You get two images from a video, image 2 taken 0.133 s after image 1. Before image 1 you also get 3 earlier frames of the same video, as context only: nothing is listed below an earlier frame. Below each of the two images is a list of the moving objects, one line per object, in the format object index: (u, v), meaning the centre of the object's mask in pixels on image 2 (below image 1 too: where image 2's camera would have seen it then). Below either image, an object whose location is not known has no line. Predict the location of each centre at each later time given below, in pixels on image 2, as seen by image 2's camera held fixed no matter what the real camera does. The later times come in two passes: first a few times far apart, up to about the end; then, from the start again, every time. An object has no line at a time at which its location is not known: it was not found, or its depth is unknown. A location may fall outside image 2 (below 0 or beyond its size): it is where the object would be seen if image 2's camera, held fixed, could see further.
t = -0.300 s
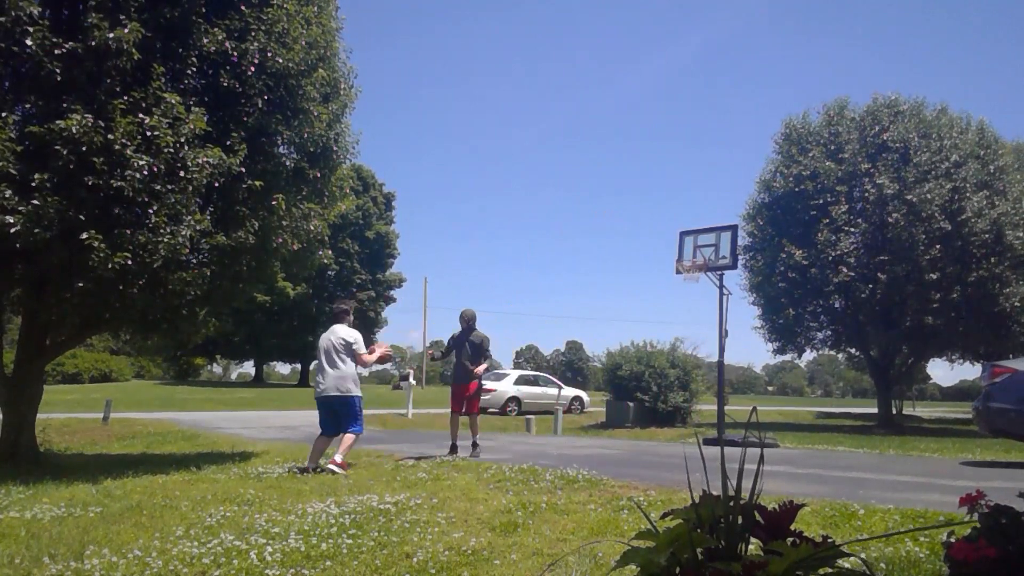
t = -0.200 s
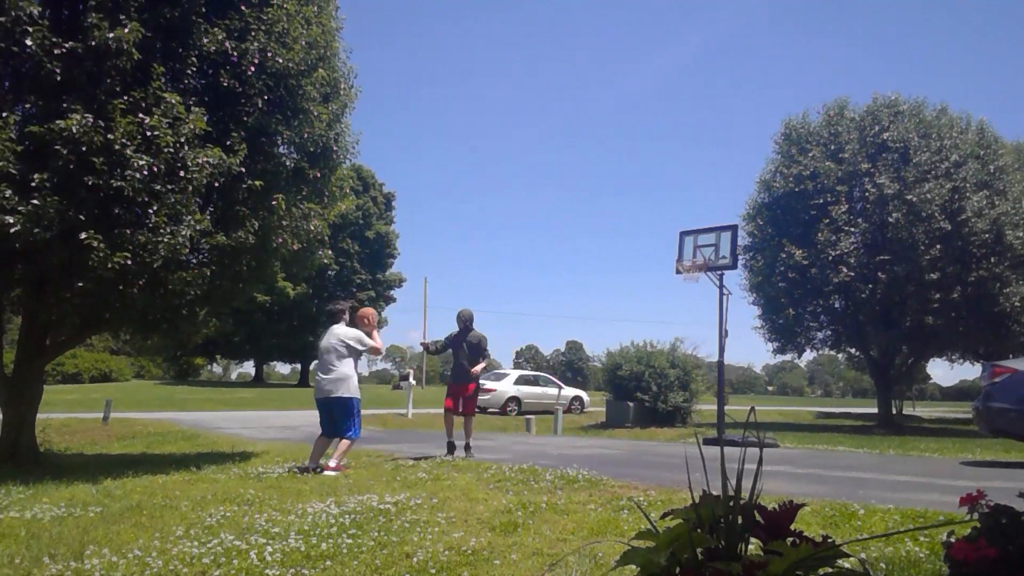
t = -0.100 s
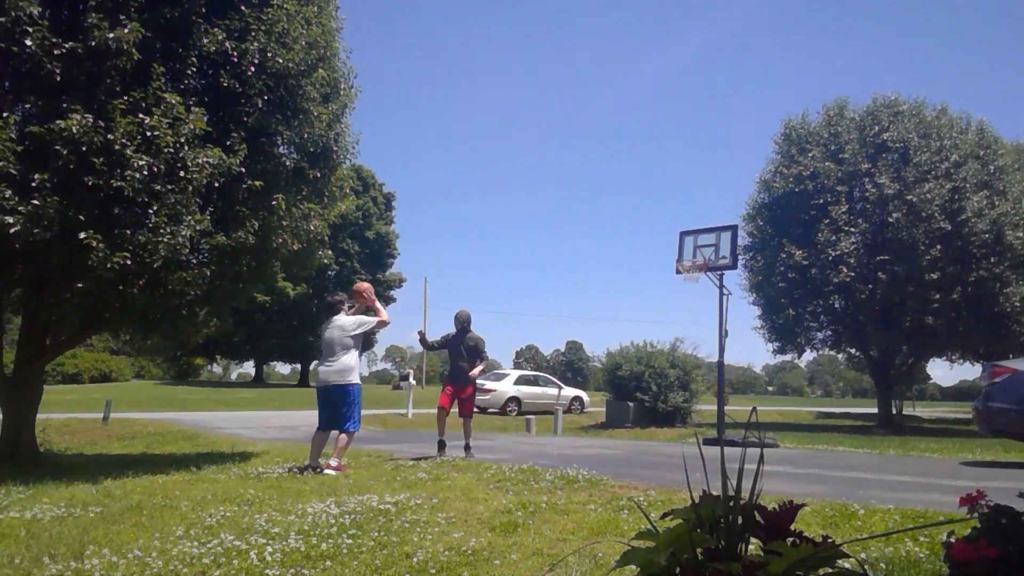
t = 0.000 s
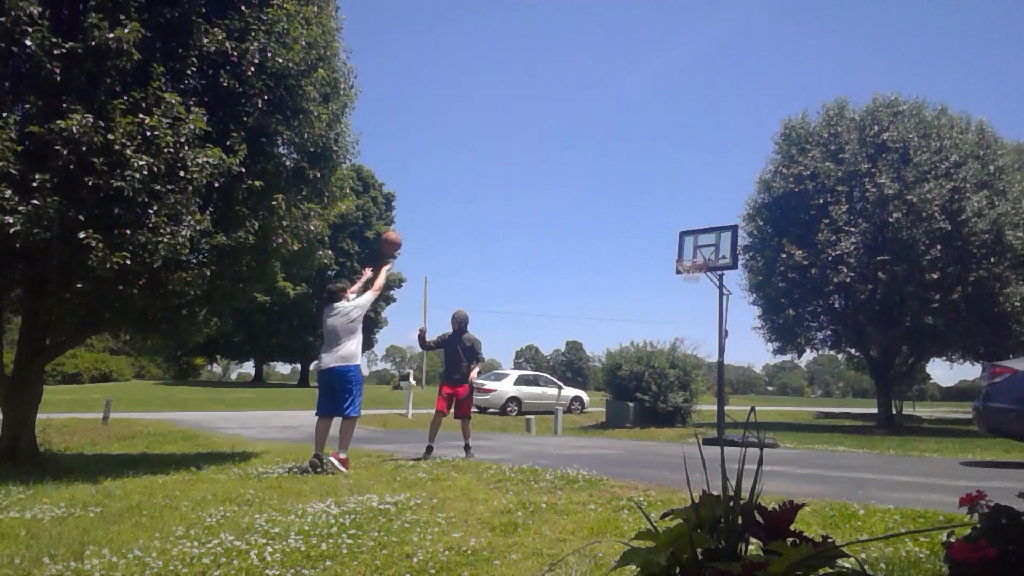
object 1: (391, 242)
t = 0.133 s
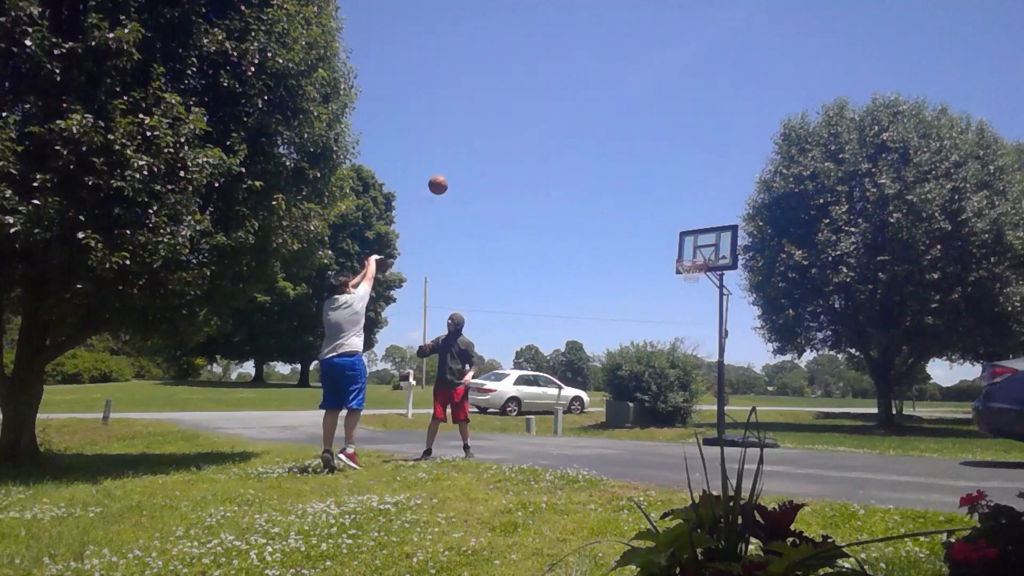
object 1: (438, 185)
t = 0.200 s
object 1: (459, 164)
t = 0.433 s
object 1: (523, 122)
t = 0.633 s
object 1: (569, 118)
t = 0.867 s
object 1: (617, 145)
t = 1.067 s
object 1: (654, 192)
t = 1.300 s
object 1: (688, 250)
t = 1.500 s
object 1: (694, 233)
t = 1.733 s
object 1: (704, 243)
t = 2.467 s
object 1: (742, 383)
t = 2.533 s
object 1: (744, 360)
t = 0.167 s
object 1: (448, 174)
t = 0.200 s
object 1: (459, 164)
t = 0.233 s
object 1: (469, 155)
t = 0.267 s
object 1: (478, 147)
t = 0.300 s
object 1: (488, 140)
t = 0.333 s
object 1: (497, 134)
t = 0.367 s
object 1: (506, 129)
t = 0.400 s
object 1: (514, 125)
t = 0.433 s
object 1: (523, 122)
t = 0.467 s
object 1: (531, 119)
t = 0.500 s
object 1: (539, 117)
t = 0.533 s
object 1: (546, 116)
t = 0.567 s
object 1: (554, 116)
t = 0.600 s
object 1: (562, 116)
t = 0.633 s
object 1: (569, 118)
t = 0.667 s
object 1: (576, 120)
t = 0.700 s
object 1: (583, 122)
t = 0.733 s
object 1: (590, 125)
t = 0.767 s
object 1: (597, 130)
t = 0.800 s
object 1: (604, 134)
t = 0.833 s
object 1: (610, 139)
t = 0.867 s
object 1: (617, 145)
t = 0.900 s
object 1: (624, 151)
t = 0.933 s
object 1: (630, 158)
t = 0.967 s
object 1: (636, 166)
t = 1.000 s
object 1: (642, 174)
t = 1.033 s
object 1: (648, 182)
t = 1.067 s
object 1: (654, 192)
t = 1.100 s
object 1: (660, 201)
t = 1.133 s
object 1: (666, 212)
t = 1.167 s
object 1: (672, 223)
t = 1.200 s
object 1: (676, 233)
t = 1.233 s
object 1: (683, 247)
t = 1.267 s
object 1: (687, 255)
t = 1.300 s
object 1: (688, 250)
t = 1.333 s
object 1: (689, 245)
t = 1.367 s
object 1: (689, 241)
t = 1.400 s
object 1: (692, 238)
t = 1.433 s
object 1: (693, 236)
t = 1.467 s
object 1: (693, 234)
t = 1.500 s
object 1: (694, 233)
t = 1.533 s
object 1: (696, 233)
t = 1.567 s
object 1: (697, 233)
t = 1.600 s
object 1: (698, 233)
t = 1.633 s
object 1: (700, 234)
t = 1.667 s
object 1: (702, 238)
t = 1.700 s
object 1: (703, 240)
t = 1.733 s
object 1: (704, 243)
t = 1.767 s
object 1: (706, 248)
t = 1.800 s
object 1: (707, 253)
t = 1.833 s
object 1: (709, 260)
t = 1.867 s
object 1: (710, 266)
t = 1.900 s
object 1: (713, 274)
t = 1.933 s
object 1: (714, 283)
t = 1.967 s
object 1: (716, 293)
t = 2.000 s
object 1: (718, 303)
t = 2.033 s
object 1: (720, 315)
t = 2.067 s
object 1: (722, 328)
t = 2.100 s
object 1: (724, 341)
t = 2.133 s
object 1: (727, 356)
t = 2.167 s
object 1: (729, 371)
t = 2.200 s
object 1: (732, 389)
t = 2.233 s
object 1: (734, 408)
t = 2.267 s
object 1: (736, 427)
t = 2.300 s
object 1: (739, 447)
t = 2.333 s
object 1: (739, 433)
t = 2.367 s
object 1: (739, 418)
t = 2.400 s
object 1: (741, 406)
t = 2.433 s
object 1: (742, 393)
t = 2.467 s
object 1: (742, 383)
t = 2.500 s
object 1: (743, 370)
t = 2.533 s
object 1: (744, 360)
